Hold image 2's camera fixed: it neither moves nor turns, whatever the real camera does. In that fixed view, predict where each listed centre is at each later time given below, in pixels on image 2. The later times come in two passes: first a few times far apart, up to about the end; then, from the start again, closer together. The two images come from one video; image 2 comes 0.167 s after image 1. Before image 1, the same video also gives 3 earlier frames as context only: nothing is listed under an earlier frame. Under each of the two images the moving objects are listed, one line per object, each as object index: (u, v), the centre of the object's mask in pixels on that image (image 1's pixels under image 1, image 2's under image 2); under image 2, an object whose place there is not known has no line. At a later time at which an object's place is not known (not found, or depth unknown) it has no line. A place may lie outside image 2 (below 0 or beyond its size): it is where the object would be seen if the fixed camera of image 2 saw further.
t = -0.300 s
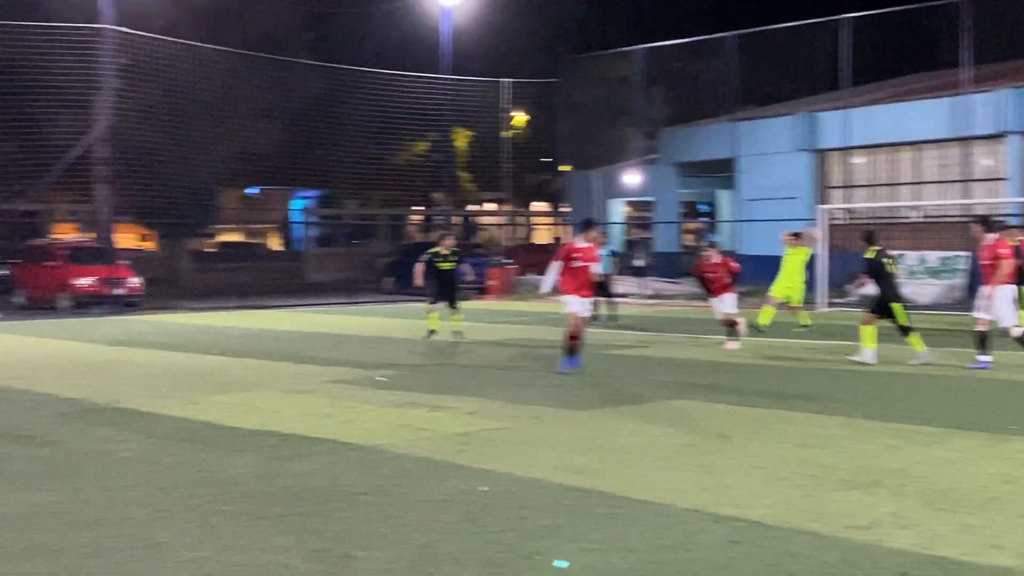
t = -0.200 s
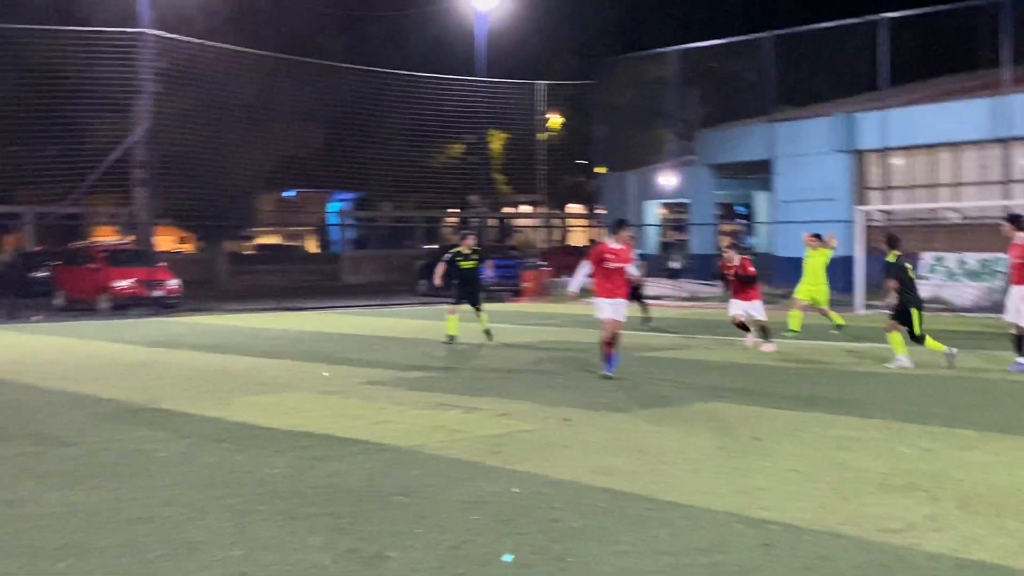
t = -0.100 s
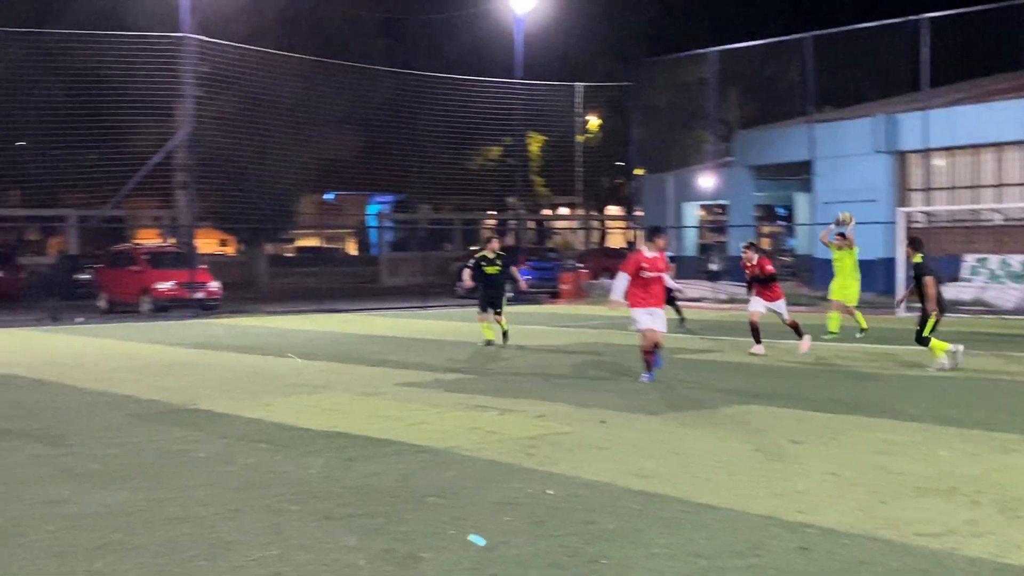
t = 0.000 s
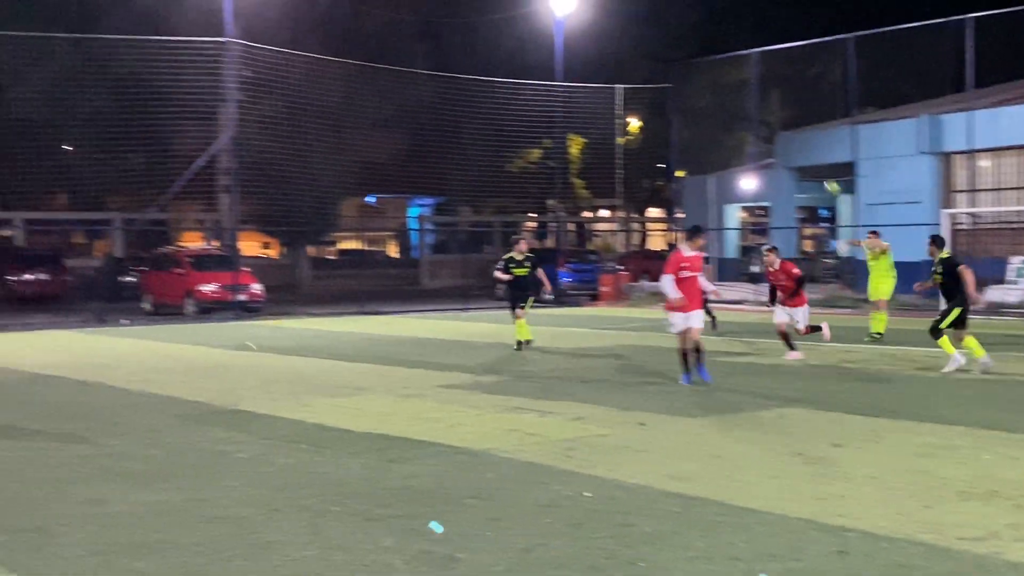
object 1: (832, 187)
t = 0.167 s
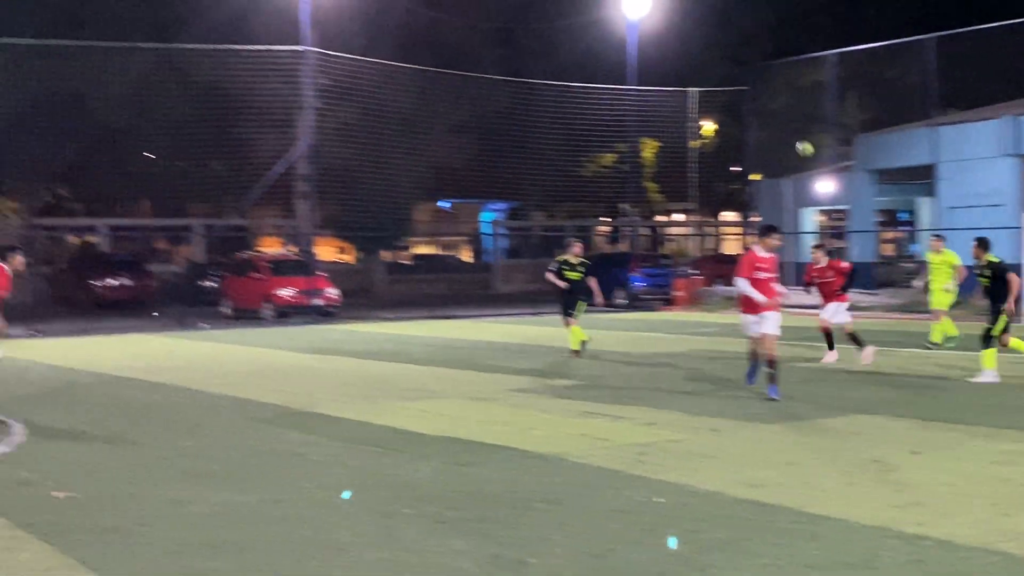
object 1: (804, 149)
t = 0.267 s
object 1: (737, 132)
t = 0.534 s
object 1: (546, 122)
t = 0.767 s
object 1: (356, 164)
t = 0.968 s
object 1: (165, 247)
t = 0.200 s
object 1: (782, 142)
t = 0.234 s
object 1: (759, 137)
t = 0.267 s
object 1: (737, 132)
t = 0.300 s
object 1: (714, 129)
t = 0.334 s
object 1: (691, 125)
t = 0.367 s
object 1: (667, 123)
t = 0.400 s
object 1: (643, 120)
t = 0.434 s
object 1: (619, 120)
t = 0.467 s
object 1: (595, 120)
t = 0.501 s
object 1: (571, 120)
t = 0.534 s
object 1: (546, 122)
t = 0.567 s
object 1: (520, 125)
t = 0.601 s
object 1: (494, 129)
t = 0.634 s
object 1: (468, 133)
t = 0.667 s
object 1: (441, 139)
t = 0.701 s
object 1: (414, 146)
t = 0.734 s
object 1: (385, 155)
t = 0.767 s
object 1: (356, 164)
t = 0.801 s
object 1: (327, 174)
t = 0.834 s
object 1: (296, 186)
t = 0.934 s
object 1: (200, 228)
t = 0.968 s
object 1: (165, 247)
